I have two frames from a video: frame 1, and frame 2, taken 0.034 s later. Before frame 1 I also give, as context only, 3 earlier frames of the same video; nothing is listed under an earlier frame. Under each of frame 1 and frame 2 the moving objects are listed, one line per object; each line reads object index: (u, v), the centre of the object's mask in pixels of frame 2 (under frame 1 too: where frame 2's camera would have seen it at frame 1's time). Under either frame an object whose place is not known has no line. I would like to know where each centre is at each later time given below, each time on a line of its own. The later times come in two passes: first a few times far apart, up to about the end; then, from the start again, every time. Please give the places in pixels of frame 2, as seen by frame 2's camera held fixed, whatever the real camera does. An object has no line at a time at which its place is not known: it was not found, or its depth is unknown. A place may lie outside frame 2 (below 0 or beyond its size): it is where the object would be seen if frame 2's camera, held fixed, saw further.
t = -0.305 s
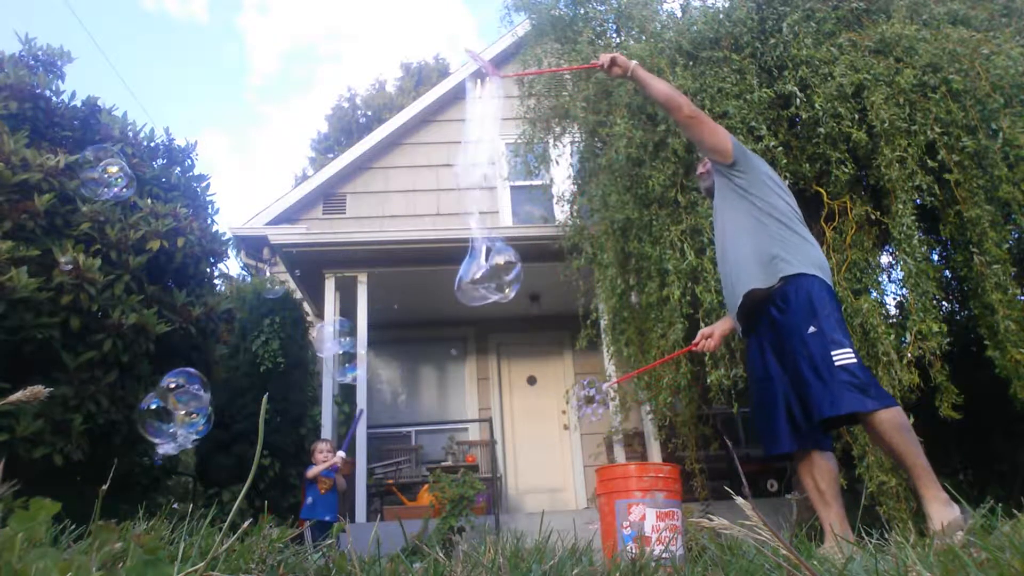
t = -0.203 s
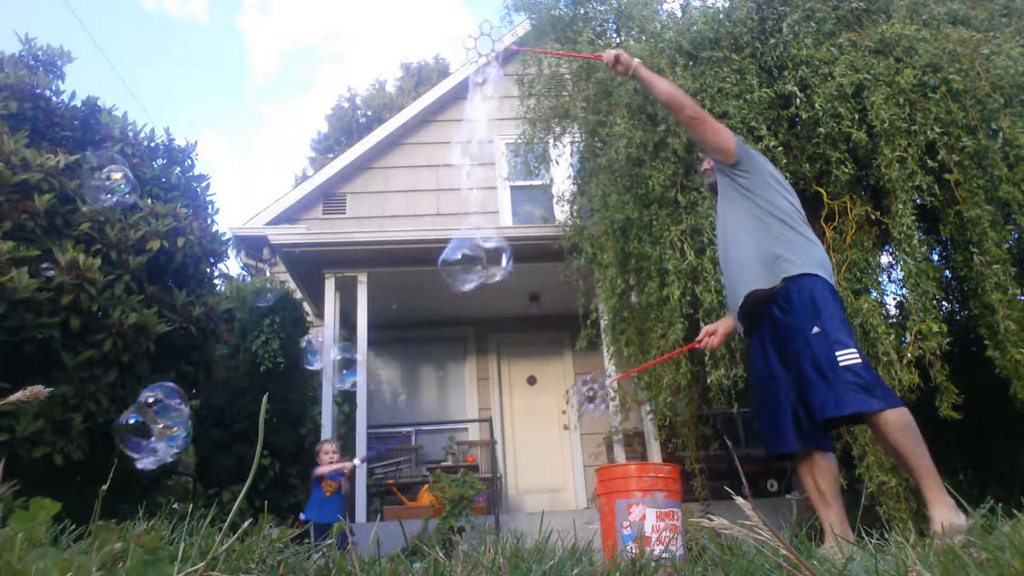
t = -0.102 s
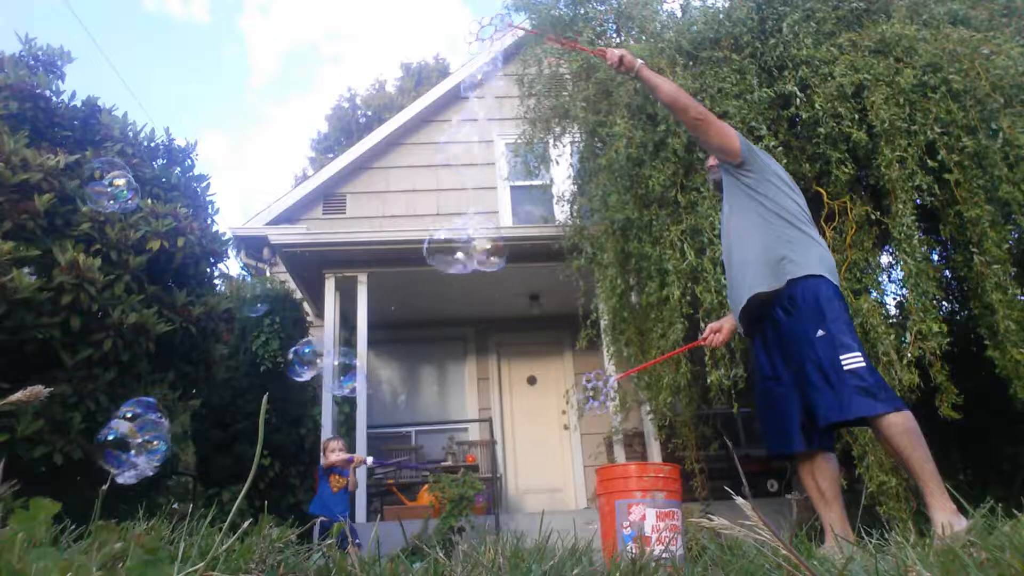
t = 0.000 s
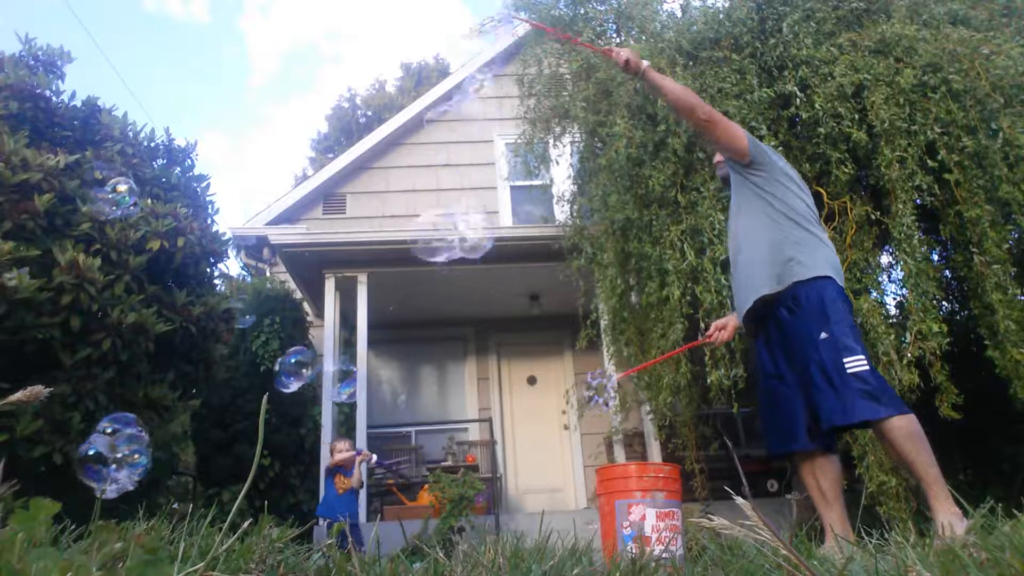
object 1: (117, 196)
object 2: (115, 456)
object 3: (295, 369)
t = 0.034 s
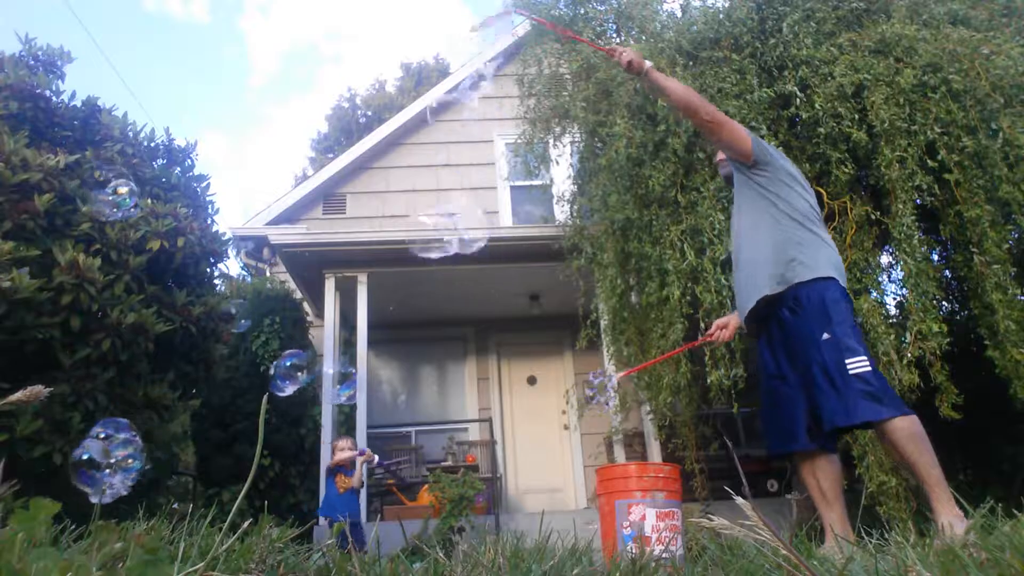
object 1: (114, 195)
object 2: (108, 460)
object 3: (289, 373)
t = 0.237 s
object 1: (116, 207)
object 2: (75, 488)
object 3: (259, 392)
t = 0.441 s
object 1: (115, 218)
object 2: (54, 503)
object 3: (226, 413)
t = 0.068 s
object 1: (118, 201)
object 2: (103, 465)
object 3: (284, 376)
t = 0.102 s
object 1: (117, 203)
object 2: (96, 470)
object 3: (280, 379)
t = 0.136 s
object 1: (119, 205)
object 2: (90, 476)
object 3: (276, 382)
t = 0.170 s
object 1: (118, 208)
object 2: (85, 480)
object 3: (270, 386)
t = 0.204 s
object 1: (117, 206)
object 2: (80, 484)
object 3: (264, 389)
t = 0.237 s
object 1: (116, 207)
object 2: (75, 488)
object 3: (259, 392)
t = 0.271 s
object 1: (117, 209)
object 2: (71, 492)
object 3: (253, 396)
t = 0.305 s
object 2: (68, 496)
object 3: (246, 399)
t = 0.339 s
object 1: (117, 213)
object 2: (64, 499)
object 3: (242, 403)
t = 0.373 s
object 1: (116, 214)
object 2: (60, 502)
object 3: (236, 406)
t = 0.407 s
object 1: (116, 217)
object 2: (57, 503)
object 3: (231, 410)
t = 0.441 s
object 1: (115, 218)
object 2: (54, 503)
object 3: (226, 413)
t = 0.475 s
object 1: (114, 220)
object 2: (48, 501)
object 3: (219, 417)
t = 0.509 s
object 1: (113, 221)
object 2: (45, 502)
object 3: (214, 420)
